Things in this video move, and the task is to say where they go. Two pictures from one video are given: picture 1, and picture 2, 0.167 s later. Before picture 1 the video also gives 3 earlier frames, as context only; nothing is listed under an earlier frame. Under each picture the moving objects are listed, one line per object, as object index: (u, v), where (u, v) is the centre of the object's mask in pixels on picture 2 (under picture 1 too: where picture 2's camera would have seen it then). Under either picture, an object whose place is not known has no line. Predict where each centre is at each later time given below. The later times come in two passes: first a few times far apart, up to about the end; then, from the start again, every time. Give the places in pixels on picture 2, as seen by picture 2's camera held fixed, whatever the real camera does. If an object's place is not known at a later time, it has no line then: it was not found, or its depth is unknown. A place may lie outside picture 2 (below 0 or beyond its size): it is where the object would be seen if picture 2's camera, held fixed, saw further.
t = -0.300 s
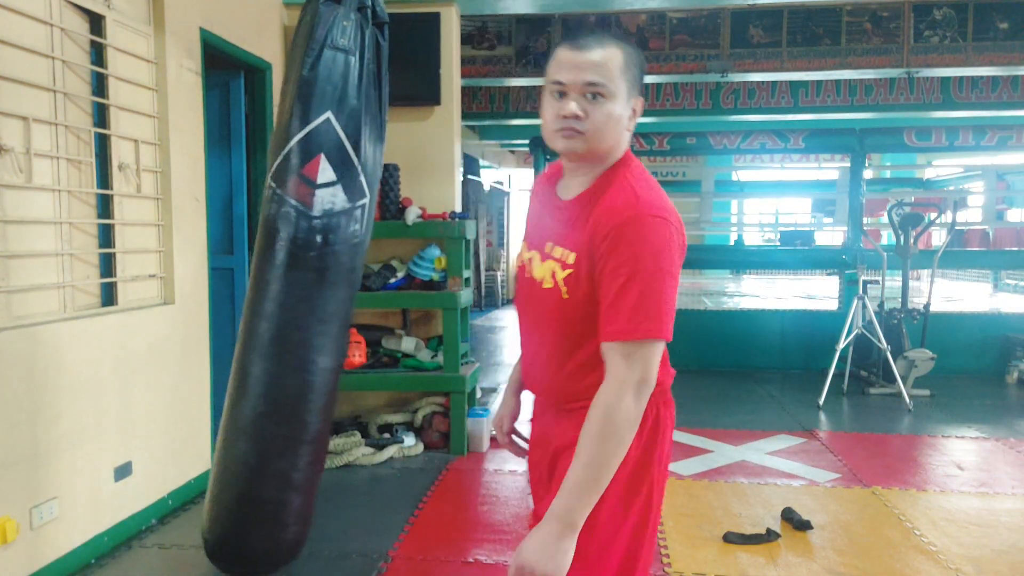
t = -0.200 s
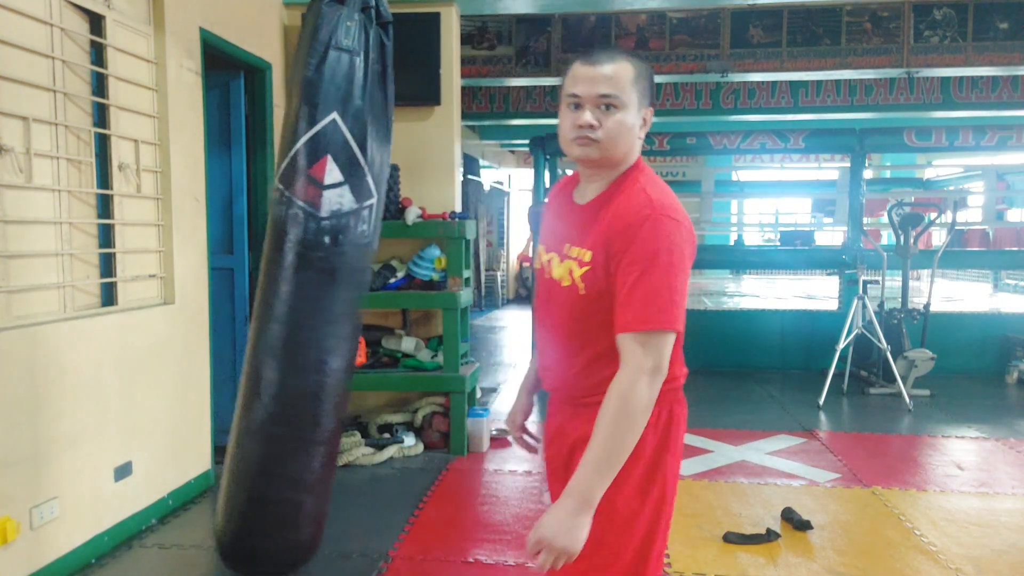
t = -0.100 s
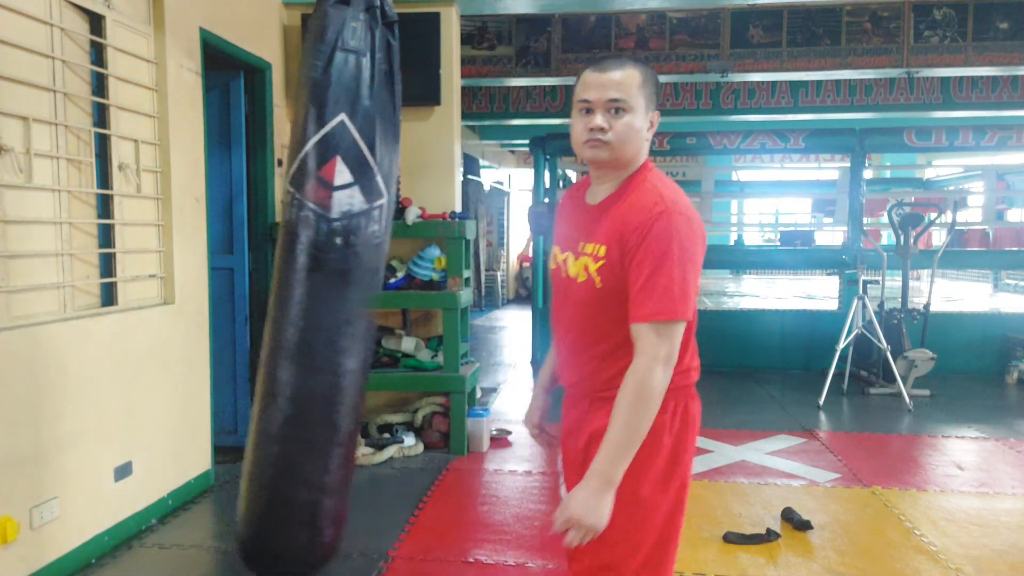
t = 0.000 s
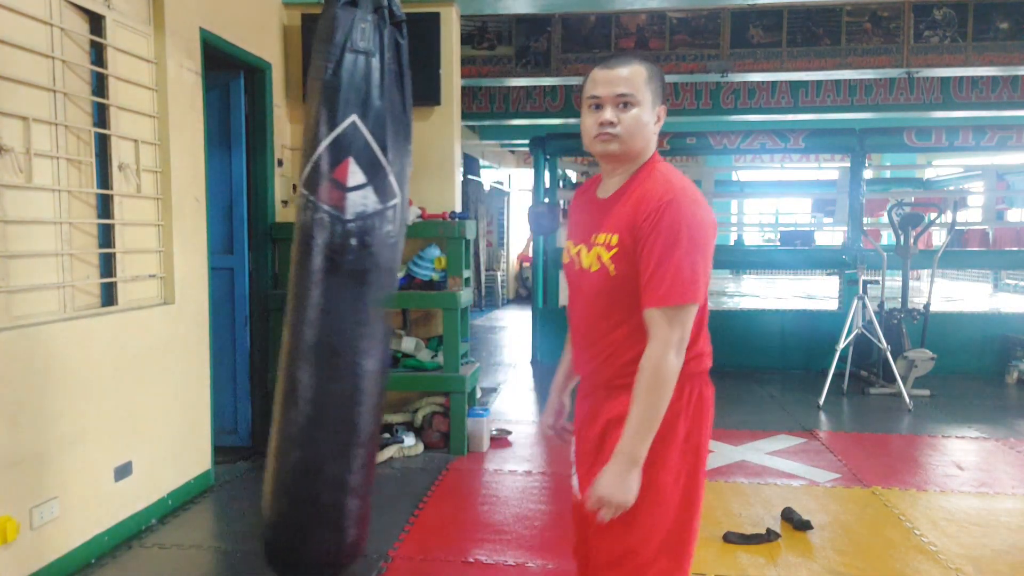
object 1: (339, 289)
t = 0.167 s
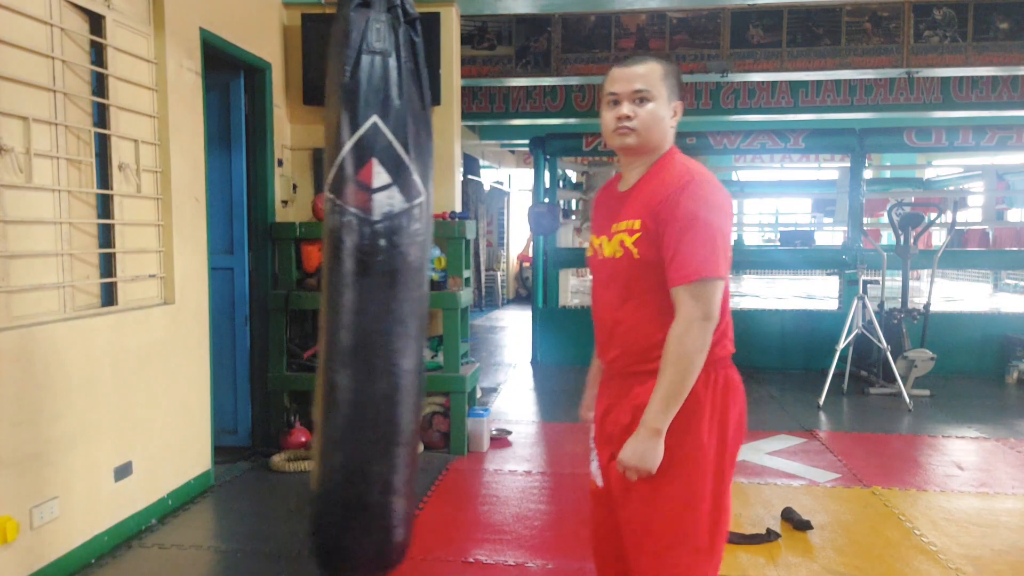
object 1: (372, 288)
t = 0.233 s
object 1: (384, 286)
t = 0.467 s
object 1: (428, 285)
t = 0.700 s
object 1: (454, 285)
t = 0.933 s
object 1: (458, 285)
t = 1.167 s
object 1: (437, 287)
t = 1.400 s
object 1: (396, 288)
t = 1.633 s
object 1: (350, 293)
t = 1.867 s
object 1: (313, 292)
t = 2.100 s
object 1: (298, 290)
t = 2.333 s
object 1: (308, 289)
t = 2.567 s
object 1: (342, 290)
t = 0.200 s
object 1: (378, 286)
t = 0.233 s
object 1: (384, 286)
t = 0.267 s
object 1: (391, 286)
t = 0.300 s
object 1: (398, 286)
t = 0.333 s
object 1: (405, 287)
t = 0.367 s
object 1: (411, 285)
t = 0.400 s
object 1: (417, 286)
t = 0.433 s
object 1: (422, 285)
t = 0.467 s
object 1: (428, 285)
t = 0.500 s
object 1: (432, 285)
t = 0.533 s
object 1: (437, 285)
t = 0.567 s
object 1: (441, 285)
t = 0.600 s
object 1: (445, 285)
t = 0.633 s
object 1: (448, 285)
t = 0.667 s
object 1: (452, 285)
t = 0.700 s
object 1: (454, 285)
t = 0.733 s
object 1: (456, 285)
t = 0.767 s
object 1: (457, 285)
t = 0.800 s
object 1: (458, 285)
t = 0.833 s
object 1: (459, 285)
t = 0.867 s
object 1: (459, 285)
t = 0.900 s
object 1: (458, 285)
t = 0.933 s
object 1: (458, 285)
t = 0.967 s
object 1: (456, 284)
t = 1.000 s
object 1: (455, 285)
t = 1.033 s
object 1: (452, 285)
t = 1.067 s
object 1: (449, 285)
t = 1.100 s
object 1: (445, 286)
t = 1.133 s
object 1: (442, 286)
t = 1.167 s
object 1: (437, 287)
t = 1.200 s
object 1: (432, 286)
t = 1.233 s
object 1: (427, 287)
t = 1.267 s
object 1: (421, 287)
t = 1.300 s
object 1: (414, 288)
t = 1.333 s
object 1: (409, 288)
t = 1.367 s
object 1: (403, 289)
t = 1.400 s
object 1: (396, 288)
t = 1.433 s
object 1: (388, 289)
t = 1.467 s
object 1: (382, 288)
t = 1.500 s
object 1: (376, 289)
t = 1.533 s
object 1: (368, 289)
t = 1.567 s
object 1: (363, 291)
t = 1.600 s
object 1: (356, 292)
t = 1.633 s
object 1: (350, 293)
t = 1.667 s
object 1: (343, 292)
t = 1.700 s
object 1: (338, 292)
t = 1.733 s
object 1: (332, 293)
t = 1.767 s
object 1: (327, 293)
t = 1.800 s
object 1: (322, 292)
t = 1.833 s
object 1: (317, 292)
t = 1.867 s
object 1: (313, 292)
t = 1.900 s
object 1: (309, 291)
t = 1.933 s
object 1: (306, 290)
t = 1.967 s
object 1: (303, 290)
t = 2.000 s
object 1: (301, 290)
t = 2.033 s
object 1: (299, 290)
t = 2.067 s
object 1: (298, 290)
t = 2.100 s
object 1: (298, 290)
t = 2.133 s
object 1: (298, 290)
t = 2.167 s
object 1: (298, 290)
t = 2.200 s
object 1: (299, 289)
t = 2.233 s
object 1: (300, 289)
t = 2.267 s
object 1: (303, 289)
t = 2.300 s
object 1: (306, 289)
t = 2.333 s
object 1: (308, 289)
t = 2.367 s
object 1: (312, 289)
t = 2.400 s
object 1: (317, 290)
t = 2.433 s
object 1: (321, 289)
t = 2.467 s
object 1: (326, 290)
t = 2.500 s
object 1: (331, 290)
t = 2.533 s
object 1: (337, 290)
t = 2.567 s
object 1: (342, 290)
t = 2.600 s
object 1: (349, 289)
